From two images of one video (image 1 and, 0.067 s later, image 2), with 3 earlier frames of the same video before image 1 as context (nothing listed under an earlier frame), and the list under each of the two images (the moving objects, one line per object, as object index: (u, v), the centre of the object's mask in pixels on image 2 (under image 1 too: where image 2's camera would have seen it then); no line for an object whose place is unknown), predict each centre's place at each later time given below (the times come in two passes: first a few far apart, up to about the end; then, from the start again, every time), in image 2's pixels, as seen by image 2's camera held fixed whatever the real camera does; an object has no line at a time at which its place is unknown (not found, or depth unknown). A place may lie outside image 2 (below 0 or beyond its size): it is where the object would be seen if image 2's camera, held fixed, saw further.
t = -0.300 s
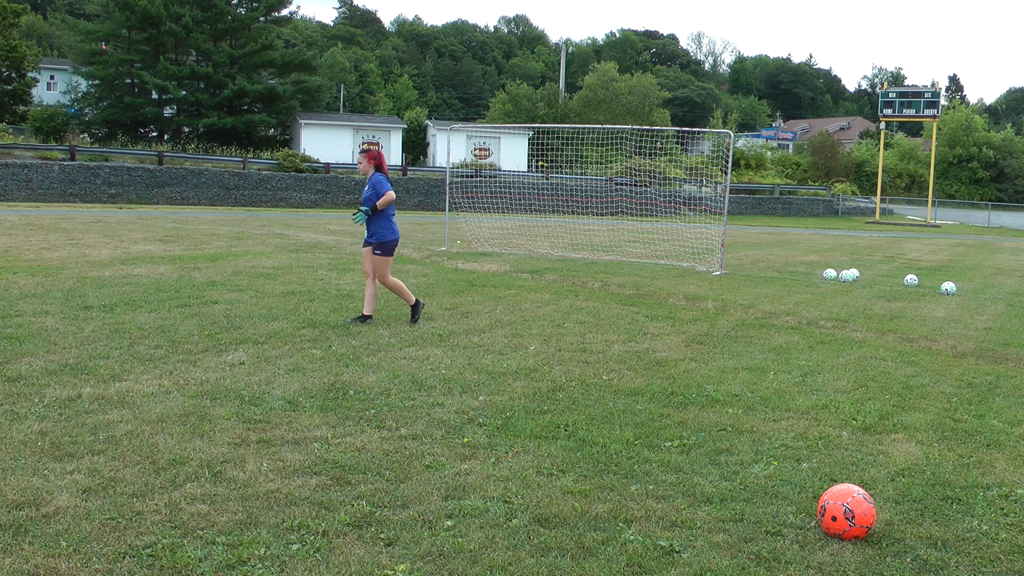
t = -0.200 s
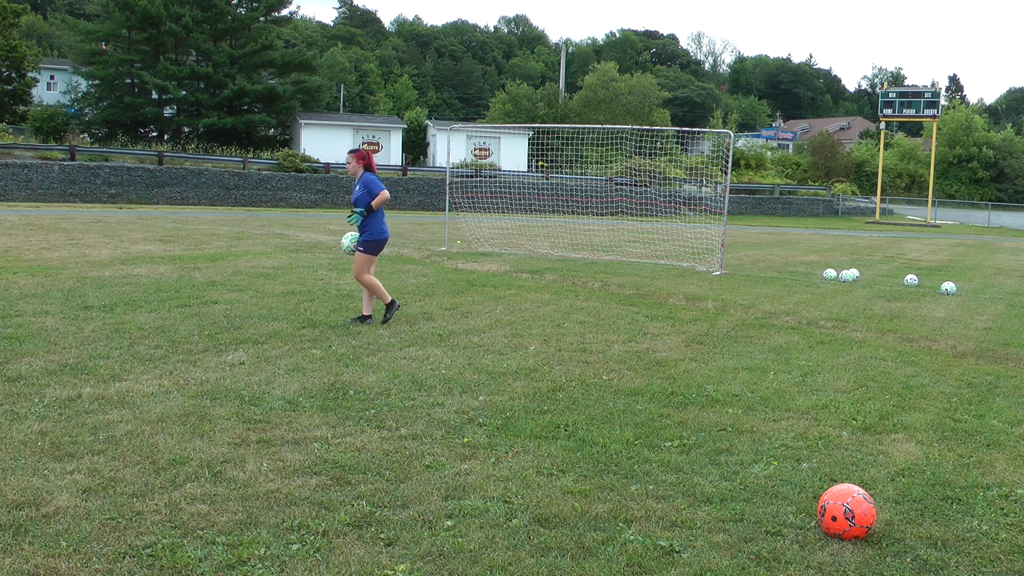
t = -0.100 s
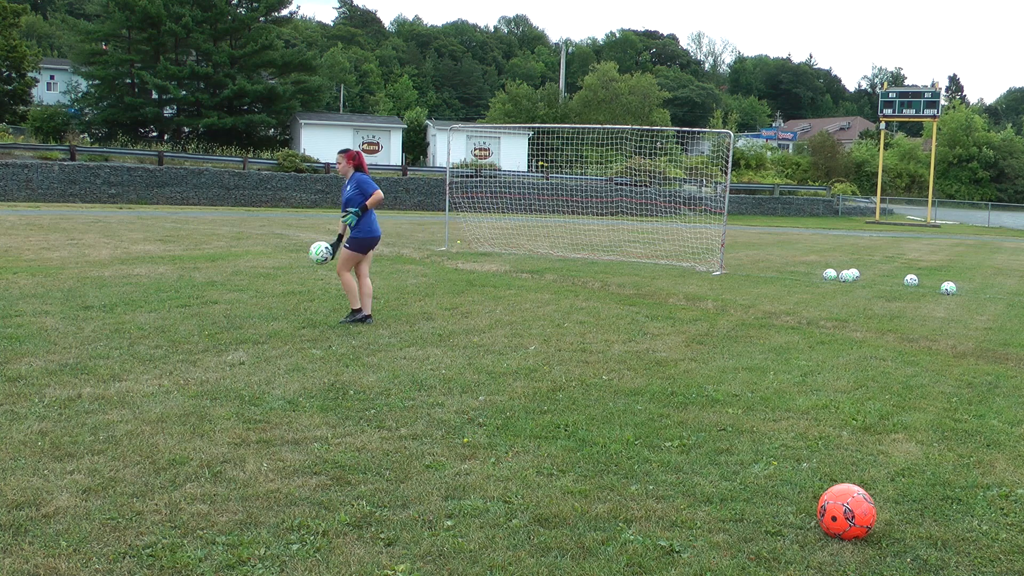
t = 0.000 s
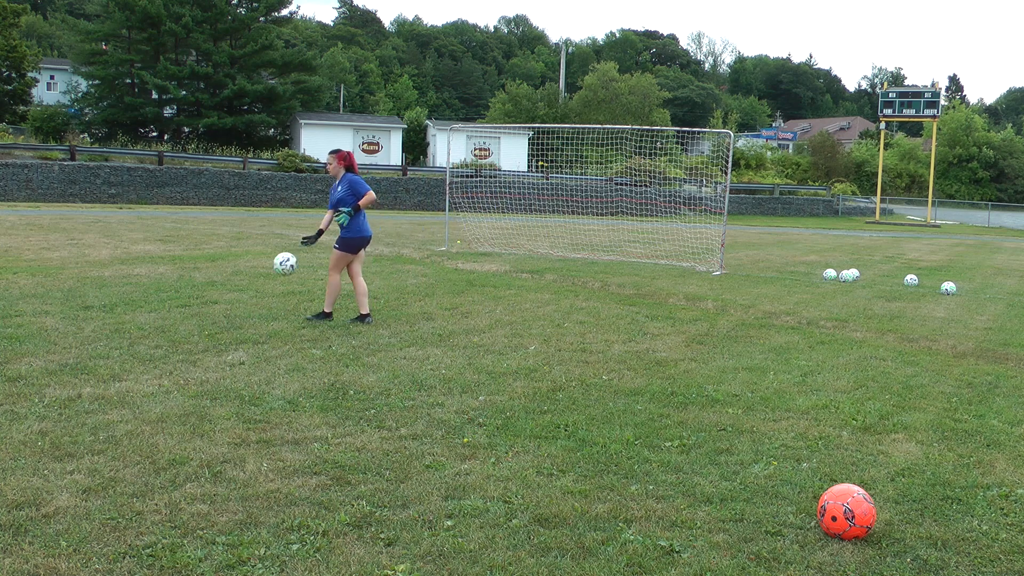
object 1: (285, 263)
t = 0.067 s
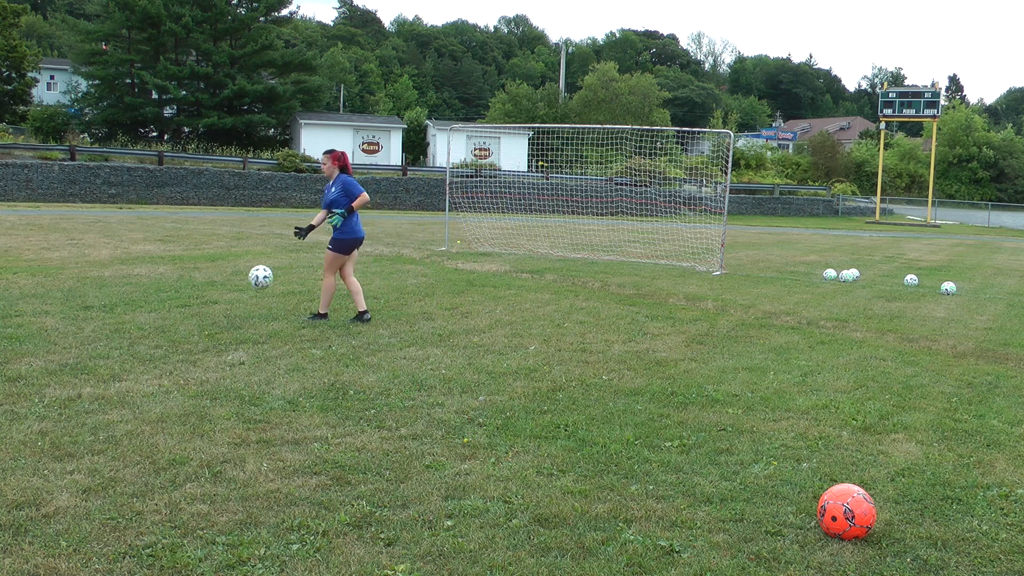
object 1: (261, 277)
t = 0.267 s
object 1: (196, 299)
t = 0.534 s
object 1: (129, 291)
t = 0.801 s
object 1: (61, 307)
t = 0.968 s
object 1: (16, 312)
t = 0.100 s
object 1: (248, 285)
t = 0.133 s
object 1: (236, 295)
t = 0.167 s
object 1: (224, 306)
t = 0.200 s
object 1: (212, 313)
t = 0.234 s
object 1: (204, 306)
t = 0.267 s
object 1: (196, 299)
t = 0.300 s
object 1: (188, 293)
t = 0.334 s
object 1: (180, 289)
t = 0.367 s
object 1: (172, 286)
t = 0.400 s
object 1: (163, 284)
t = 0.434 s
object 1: (154, 284)
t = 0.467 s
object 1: (146, 286)
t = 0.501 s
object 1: (138, 288)
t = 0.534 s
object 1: (129, 291)
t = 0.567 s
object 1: (121, 296)
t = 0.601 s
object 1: (113, 302)
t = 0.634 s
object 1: (104, 309)
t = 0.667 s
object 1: (95, 319)
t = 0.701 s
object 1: (86, 319)
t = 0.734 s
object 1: (78, 314)
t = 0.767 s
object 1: (69, 310)
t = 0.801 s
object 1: (61, 307)
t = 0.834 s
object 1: (52, 305)
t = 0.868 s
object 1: (43, 305)
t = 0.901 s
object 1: (34, 305)
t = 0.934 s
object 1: (25, 308)
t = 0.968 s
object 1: (16, 312)
